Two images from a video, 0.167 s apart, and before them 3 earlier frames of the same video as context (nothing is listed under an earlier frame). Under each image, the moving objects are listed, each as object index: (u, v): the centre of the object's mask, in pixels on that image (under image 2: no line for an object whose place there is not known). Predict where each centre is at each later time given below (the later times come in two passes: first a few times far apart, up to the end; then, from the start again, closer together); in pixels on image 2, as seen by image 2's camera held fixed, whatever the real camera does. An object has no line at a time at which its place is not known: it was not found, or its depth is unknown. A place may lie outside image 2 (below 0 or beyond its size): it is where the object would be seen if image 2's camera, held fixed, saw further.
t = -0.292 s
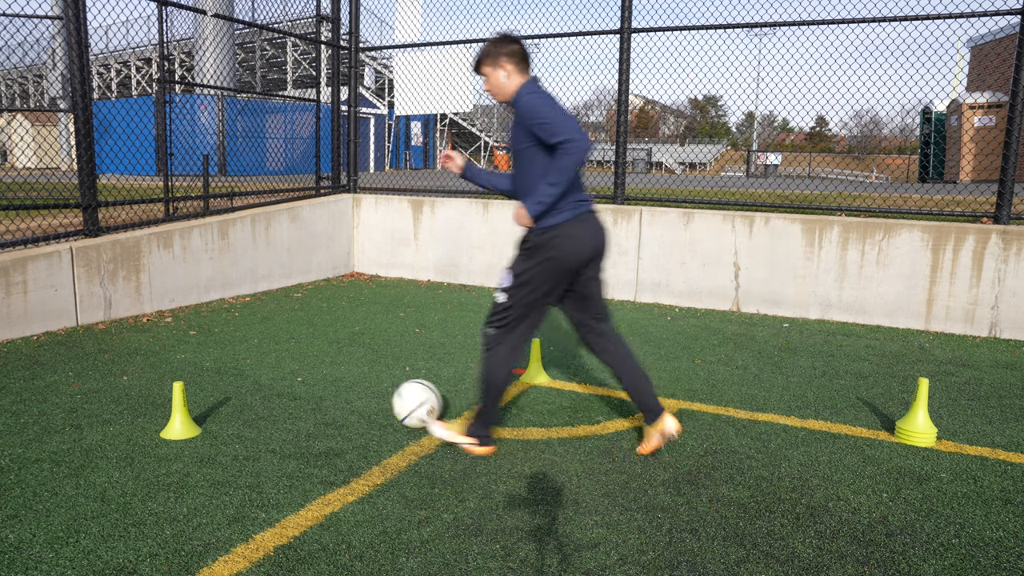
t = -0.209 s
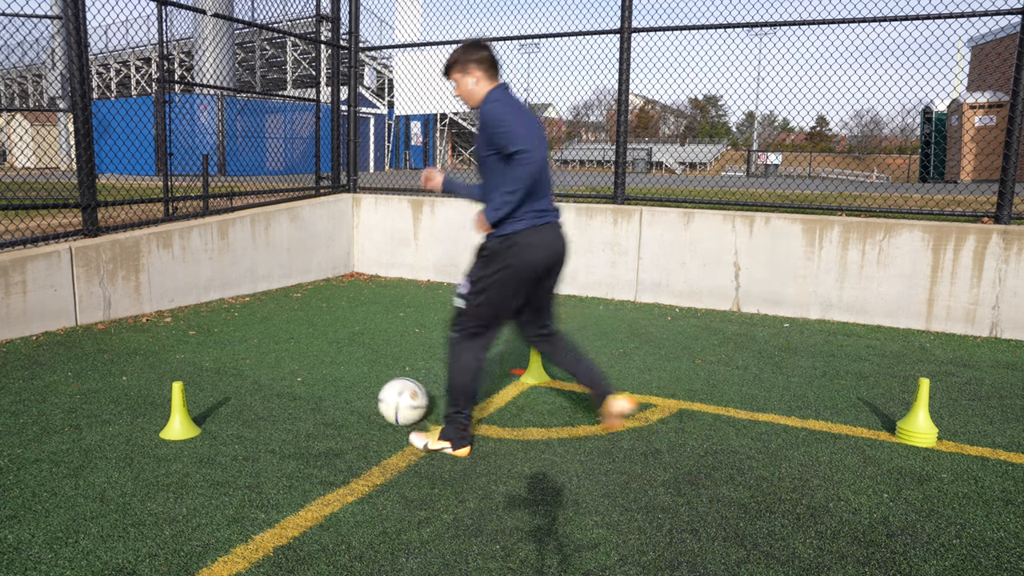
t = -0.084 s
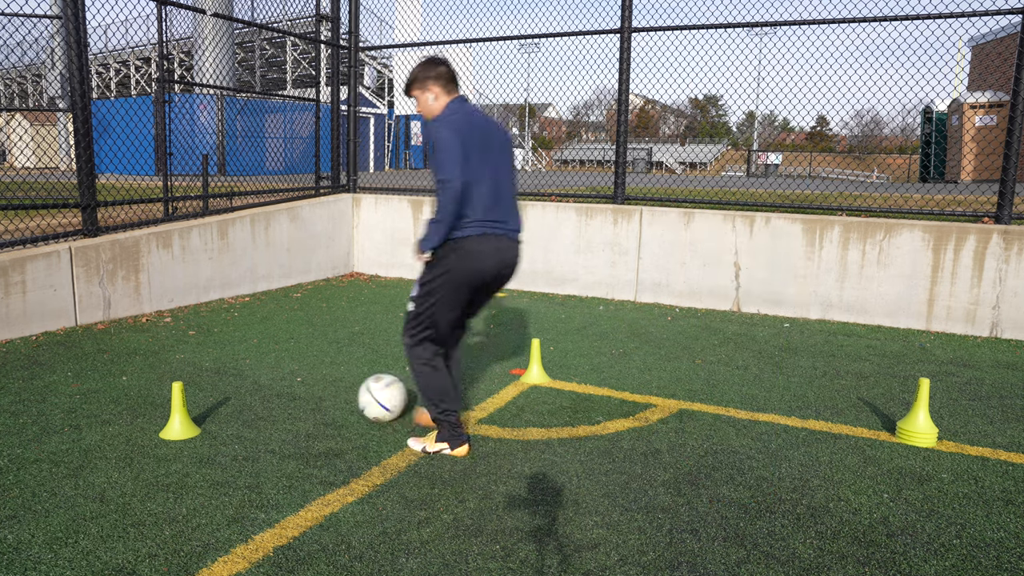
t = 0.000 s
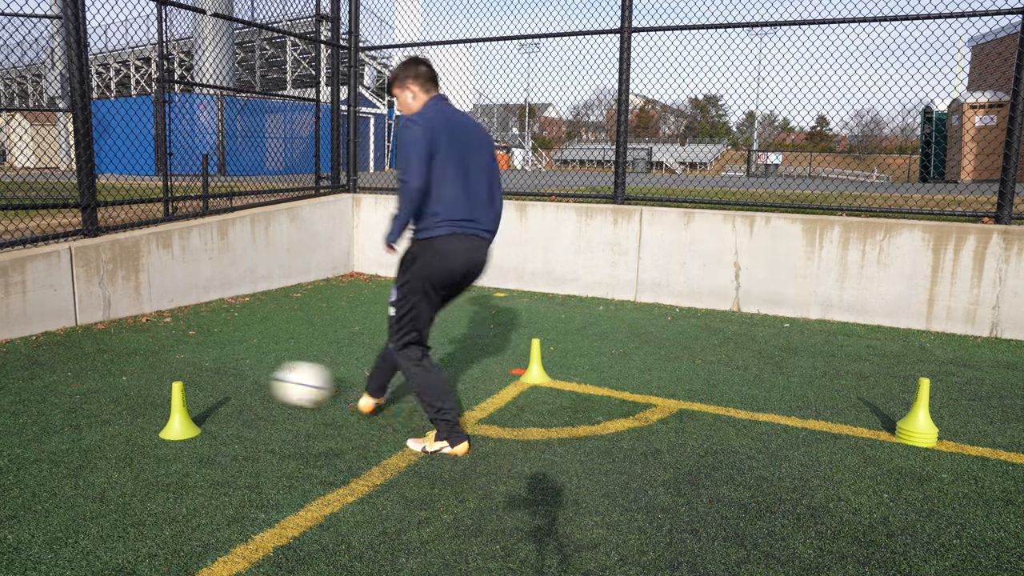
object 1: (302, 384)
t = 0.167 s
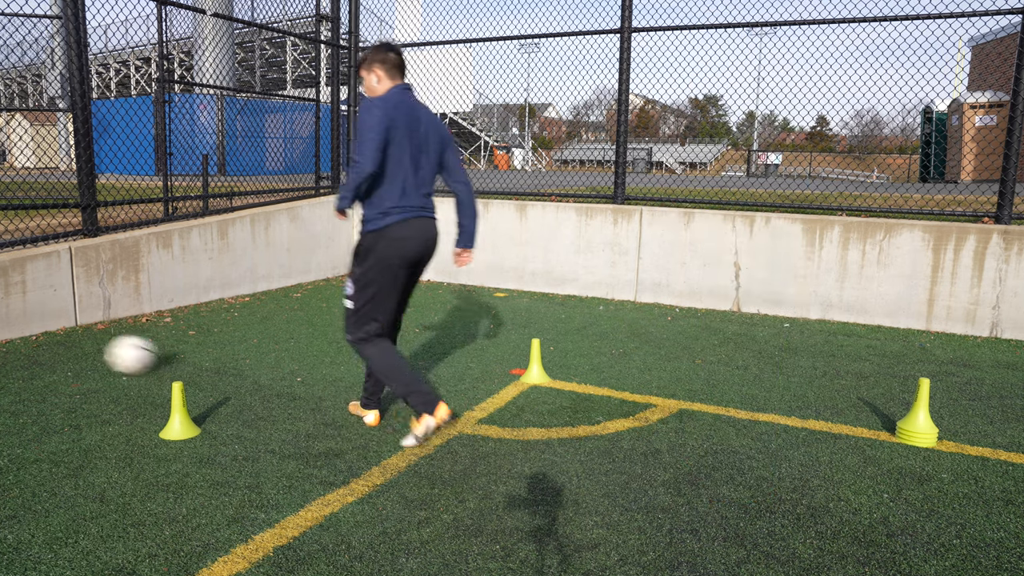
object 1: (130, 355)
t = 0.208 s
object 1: (97, 349)
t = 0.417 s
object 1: (18, 322)
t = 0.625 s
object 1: (111, 335)
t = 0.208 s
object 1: (97, 349)
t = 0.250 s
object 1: (66, 344)
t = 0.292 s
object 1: (37, 339)
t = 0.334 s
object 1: (15, 334)
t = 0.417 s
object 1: (18, 322)
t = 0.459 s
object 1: (33, 319)
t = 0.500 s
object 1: (51, 319)
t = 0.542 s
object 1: (69, 322)
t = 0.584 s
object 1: (90, 327)
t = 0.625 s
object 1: (111, 335)
